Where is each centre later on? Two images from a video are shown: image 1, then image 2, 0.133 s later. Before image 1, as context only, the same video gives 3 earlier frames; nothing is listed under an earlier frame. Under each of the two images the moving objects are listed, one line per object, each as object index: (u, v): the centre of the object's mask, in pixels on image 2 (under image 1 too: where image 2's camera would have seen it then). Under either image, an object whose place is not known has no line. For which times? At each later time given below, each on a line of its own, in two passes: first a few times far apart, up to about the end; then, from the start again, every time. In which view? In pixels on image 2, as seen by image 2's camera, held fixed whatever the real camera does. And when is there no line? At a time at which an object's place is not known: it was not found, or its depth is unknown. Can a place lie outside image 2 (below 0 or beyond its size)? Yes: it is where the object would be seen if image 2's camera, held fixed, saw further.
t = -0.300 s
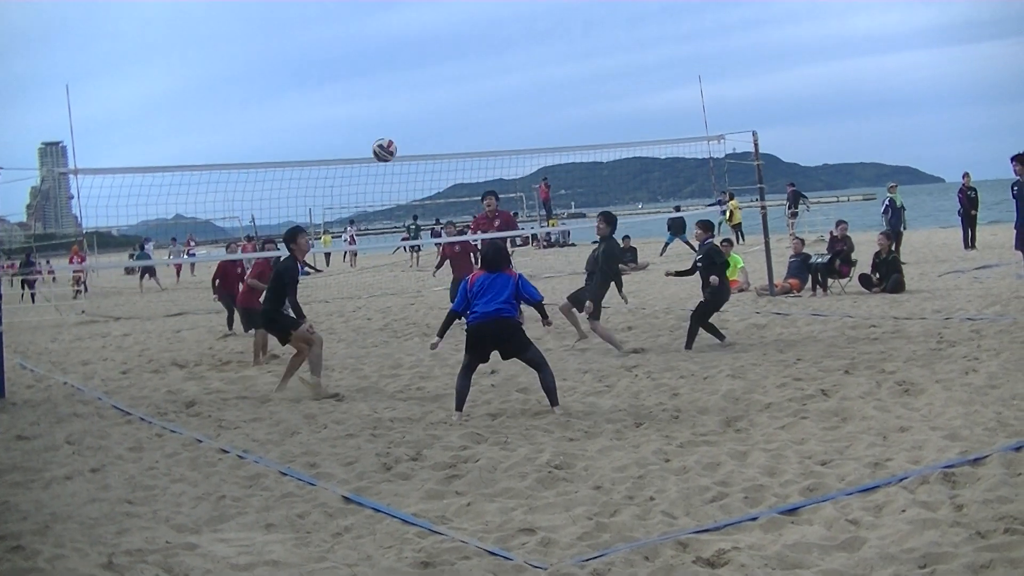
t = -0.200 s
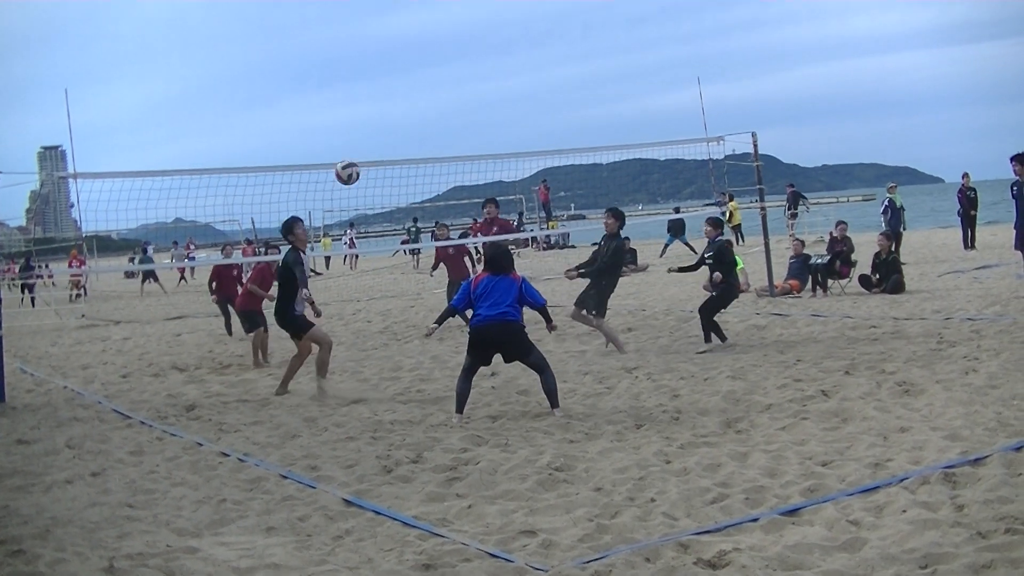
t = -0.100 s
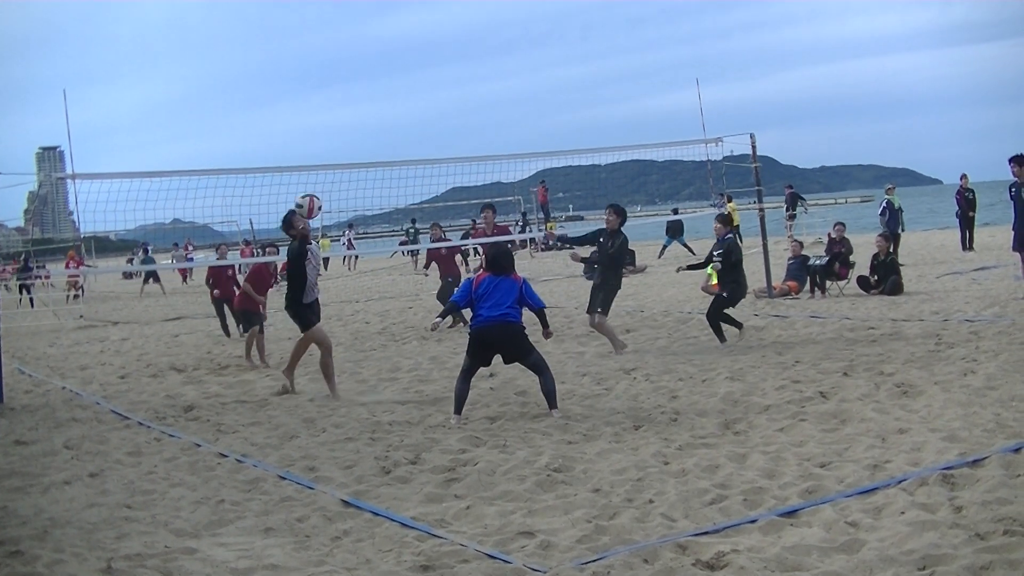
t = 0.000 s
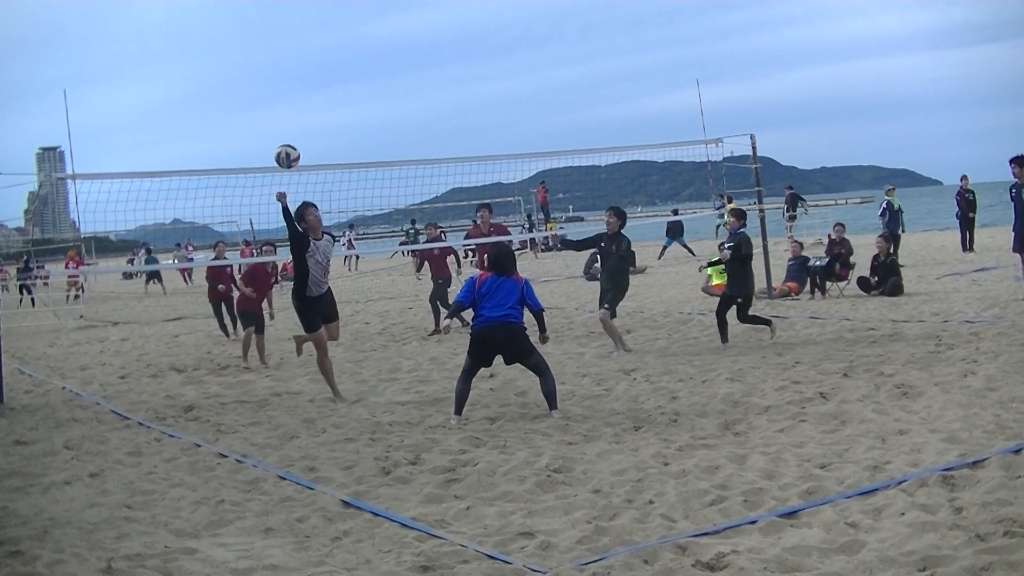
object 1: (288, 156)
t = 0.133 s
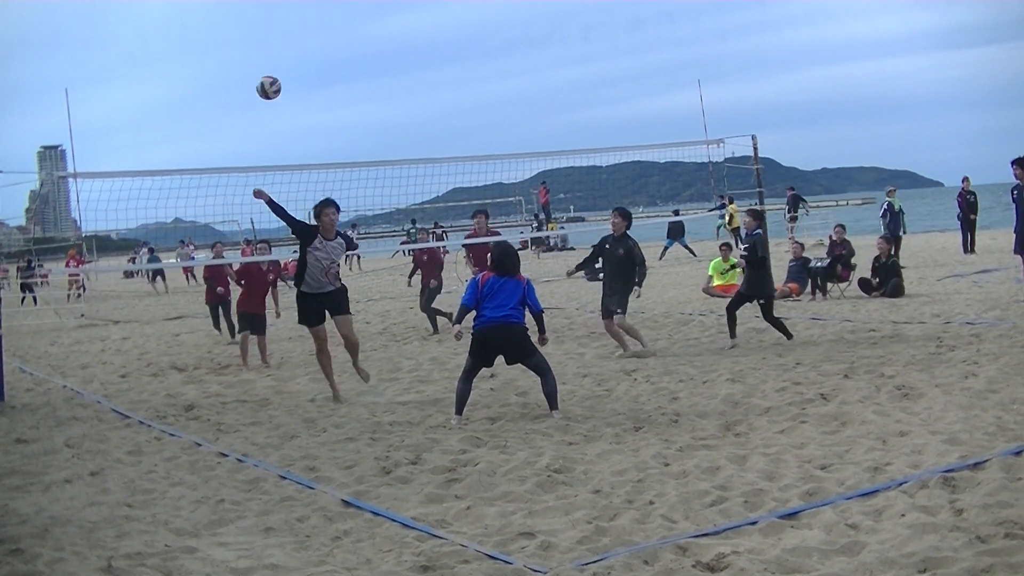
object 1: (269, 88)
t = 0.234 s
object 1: (256, 53)
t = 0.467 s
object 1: (231, 17)
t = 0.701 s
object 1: (208, 37)
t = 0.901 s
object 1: (189, 93)
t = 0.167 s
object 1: (264, 75)
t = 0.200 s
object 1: (260, 63)
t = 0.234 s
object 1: (256, 53)
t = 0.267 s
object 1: (252, 44)
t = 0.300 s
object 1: (248, 37)
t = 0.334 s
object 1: (245, 30)
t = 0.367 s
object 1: (241, 25)
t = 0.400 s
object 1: (238, 21)
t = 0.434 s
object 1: (234, 19)
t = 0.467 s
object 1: (231, 17)
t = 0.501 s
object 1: (227, 17)
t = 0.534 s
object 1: (224, 17)
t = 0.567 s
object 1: (220, 19)
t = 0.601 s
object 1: (217, 22)
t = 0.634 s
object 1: (213, 26)
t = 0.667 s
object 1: (210, 31)
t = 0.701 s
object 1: (208, 37)
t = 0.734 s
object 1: (204, 44)
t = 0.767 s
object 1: (201, 52)
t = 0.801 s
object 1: (198, 61)
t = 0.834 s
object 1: (195, 70)
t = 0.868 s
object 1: (192, 81)
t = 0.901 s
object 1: (189, 93)
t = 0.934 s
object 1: (186, 105)
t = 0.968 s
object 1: (183, 118)
